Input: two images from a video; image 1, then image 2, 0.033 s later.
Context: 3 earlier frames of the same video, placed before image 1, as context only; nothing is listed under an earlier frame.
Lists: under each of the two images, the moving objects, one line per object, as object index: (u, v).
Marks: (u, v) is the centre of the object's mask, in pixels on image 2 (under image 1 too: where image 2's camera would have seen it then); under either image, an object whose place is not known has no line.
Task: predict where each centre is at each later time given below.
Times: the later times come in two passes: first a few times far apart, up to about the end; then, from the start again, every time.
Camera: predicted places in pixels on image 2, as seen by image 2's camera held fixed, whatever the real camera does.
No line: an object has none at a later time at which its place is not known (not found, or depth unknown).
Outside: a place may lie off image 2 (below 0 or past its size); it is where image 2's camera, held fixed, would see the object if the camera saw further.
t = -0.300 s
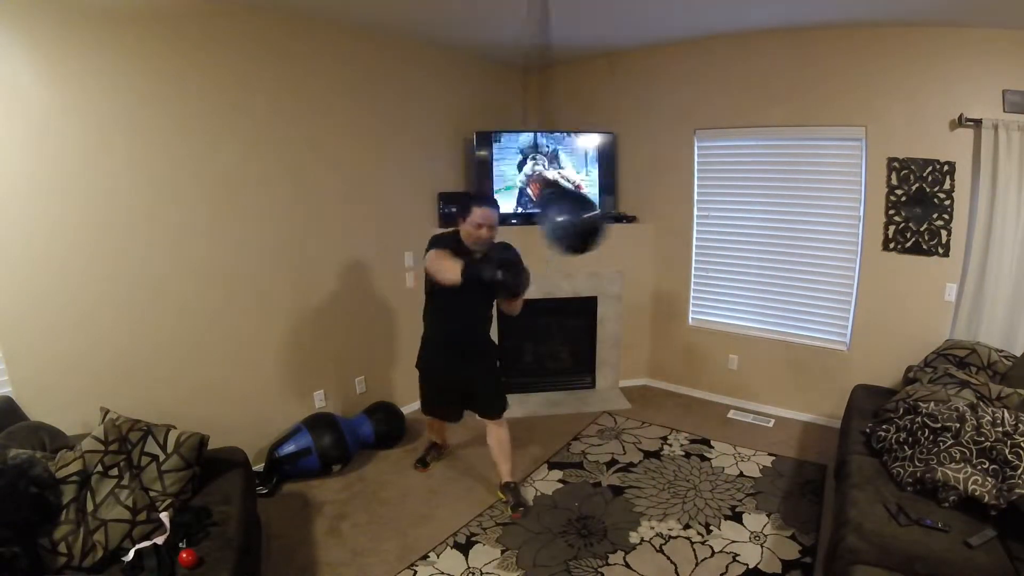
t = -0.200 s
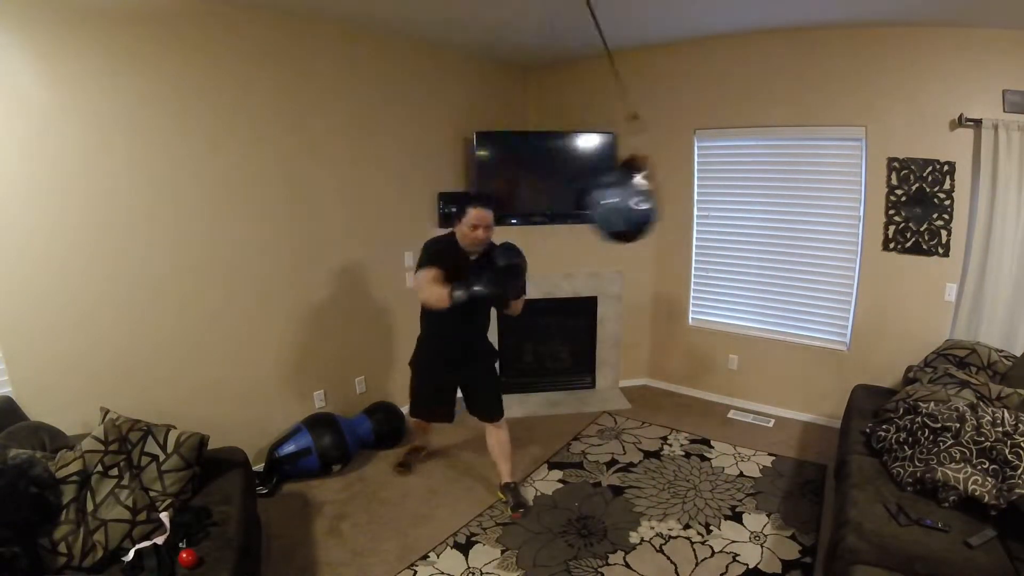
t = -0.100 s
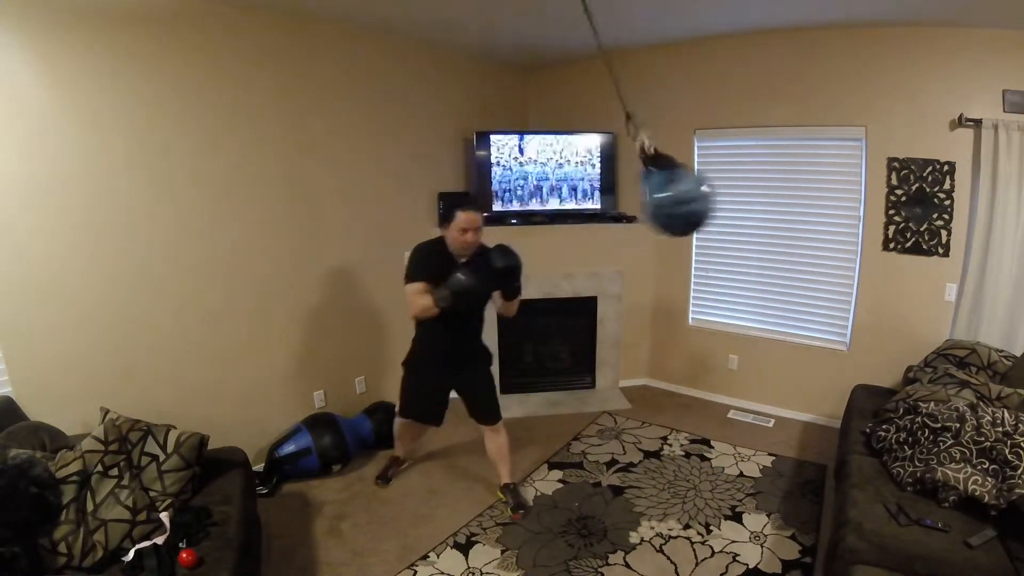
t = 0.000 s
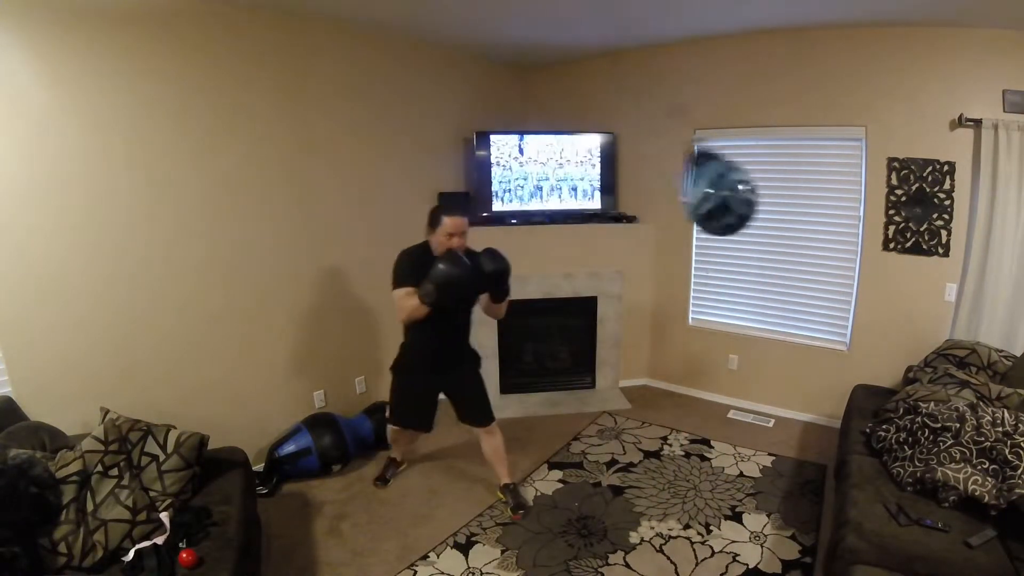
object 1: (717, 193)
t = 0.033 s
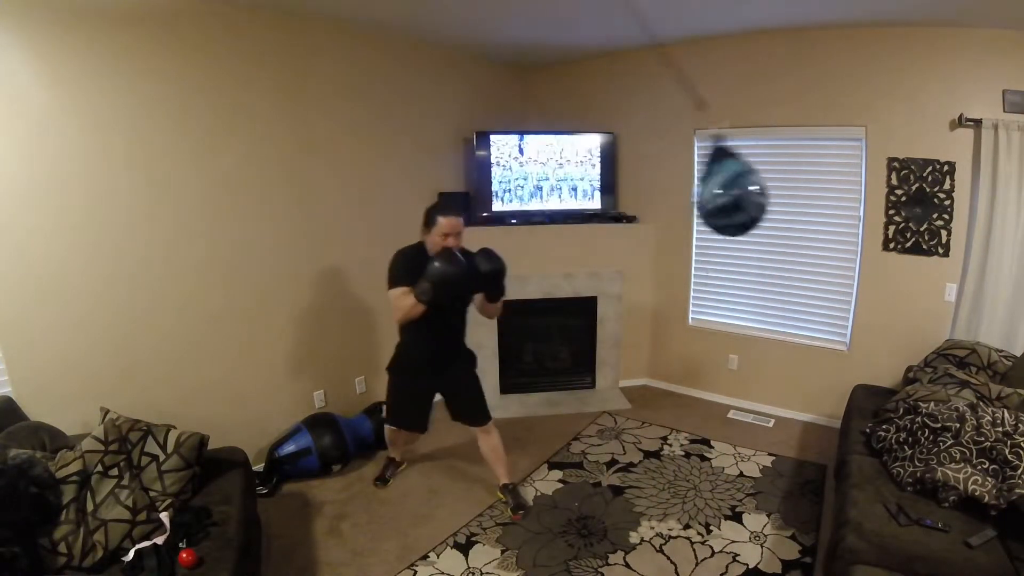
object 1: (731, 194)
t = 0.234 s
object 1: (751, 184)
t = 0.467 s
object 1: (683, 181)
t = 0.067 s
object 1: (740, 191)
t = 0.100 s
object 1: (746, 190)
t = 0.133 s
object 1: (750, 189)
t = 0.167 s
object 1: (752, 188)
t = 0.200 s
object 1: (753, 186)
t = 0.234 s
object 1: (751, 184)
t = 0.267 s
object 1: (747, 182)
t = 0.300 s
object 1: (741, 181)
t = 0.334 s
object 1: (733, 180)
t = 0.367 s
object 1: (722, 179)
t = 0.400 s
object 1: (710, 180)
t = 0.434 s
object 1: (697, 180)
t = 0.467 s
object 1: (683, 181)
